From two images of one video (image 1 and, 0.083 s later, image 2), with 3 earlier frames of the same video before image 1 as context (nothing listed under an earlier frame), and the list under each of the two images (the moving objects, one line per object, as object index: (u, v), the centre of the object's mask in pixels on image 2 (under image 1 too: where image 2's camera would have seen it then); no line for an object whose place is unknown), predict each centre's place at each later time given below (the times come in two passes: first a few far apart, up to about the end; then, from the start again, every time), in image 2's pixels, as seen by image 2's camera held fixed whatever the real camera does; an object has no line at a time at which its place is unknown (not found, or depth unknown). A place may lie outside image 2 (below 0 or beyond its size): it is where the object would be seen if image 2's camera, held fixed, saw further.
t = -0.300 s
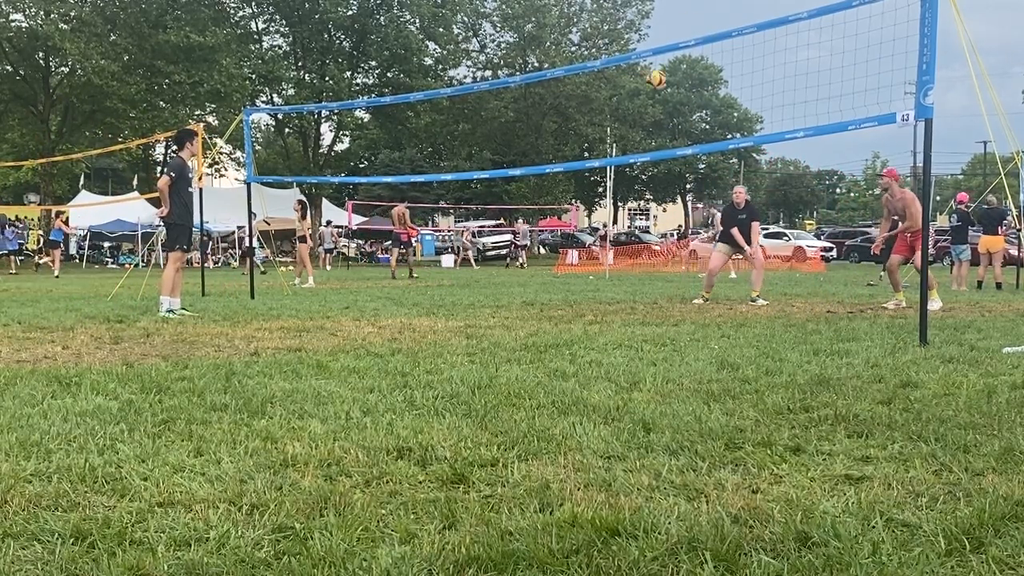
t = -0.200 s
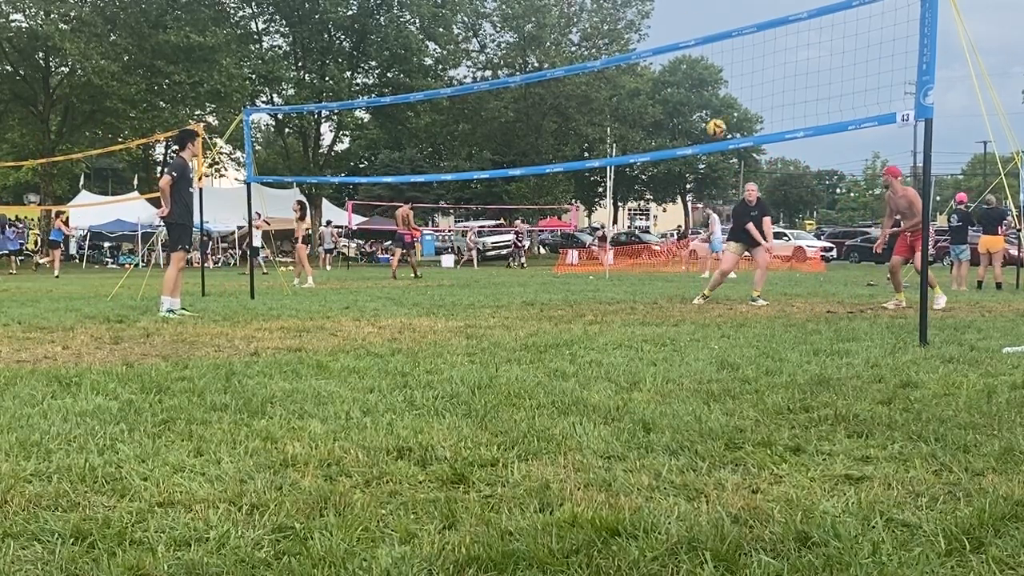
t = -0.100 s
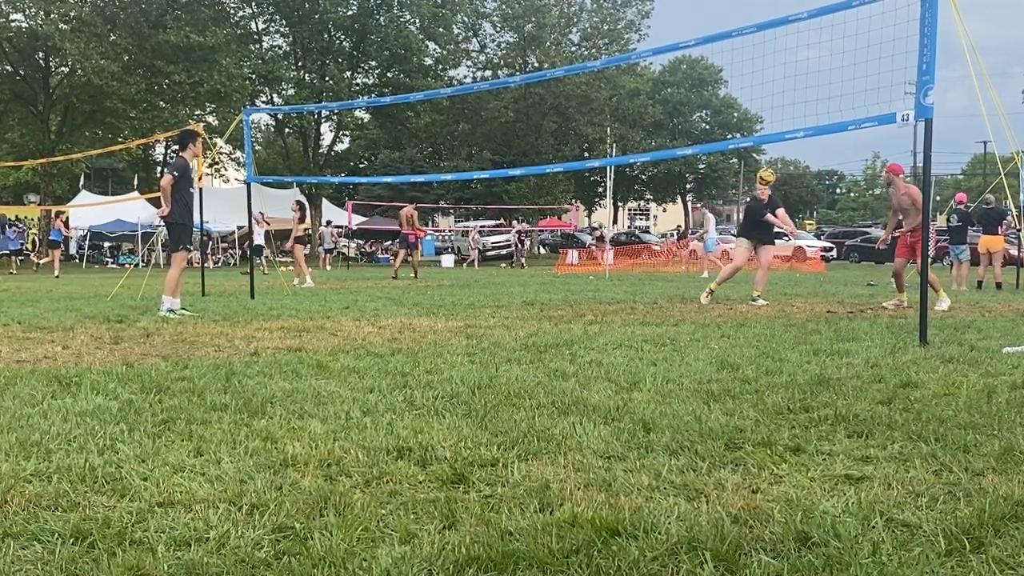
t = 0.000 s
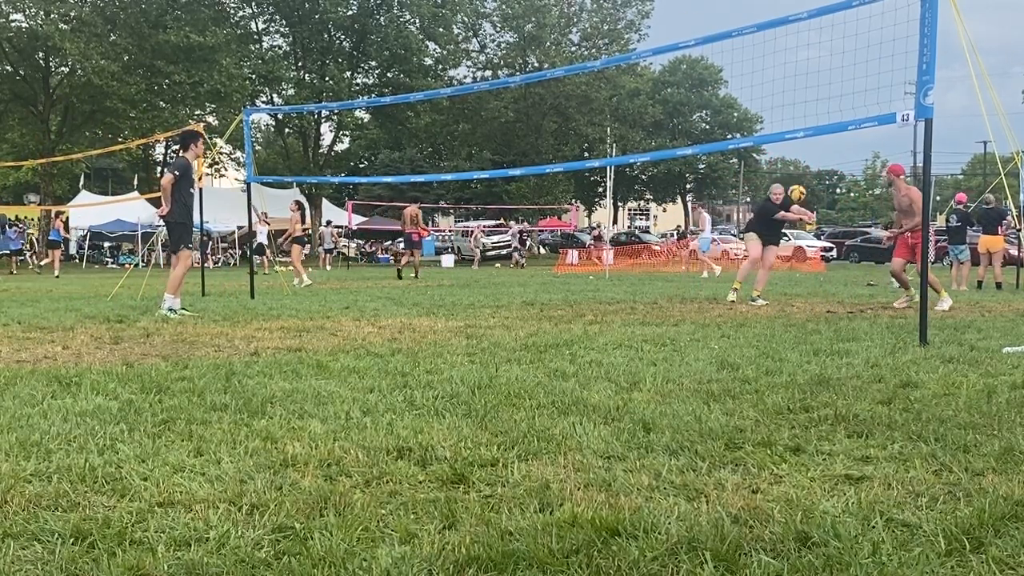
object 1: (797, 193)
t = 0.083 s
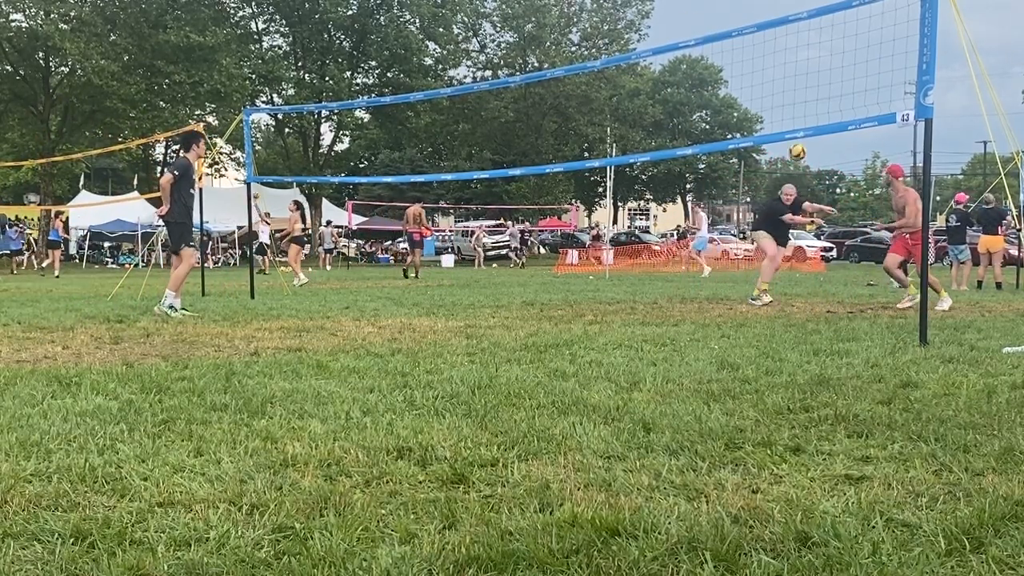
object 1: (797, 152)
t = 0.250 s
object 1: (798, 87)
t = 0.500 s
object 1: (800, 33)
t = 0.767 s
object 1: (802, 32)
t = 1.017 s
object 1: (802, 81)
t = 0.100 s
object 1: (797, 145)
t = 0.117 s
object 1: (798, 142)
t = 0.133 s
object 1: (797, 125)
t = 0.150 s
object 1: (798, 122)
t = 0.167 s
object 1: (798, 116)
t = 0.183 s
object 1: (798, 110)
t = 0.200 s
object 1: (798, 104)
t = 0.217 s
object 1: (798, 98)
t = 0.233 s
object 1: (798, 92)
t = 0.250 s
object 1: (798, 87)
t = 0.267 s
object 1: (798, 82)
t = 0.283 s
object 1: (798, 77)
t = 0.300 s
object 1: (799, 71)
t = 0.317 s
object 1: (799, 67)
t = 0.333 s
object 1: (799, 63)
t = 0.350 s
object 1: (799, 59)
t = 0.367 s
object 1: (799, 55)
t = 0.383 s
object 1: (799, 51)
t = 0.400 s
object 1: (799, 48)
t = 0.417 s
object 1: (799, 45)
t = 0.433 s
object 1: (800, 42)
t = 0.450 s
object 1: (800, 40)
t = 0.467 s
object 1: (800, 38)
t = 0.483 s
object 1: (800, 36)
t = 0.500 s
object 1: (800, 33)
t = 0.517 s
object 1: (801, 32)
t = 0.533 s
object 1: (801, 30)
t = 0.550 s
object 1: (801, 29)
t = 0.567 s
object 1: (801, 29)
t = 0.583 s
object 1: (801, 28)
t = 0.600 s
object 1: (801, 27)
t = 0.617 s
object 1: (802, 27)
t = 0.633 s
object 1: (801, 27)
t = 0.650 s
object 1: (802, 27)
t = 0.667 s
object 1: (802, 27)
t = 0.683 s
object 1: (801, 27)
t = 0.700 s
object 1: (801, 28)
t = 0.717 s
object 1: (802, 29)
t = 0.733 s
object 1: (802, 29)
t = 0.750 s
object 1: (802, 30)
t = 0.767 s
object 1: (802, 32)
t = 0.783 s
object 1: (802, 34)
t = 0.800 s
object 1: (802, 36)
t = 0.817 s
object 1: (802, 38)
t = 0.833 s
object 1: (801, 40)
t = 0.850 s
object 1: (801, 43)
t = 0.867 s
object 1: (802, 46)
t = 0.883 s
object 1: (802, 48)
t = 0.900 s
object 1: (802, 52)
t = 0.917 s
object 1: (802, 55)
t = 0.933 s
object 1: (802, 59)
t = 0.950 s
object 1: (802, 63)
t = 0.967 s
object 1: (802, 67)
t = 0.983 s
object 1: (801, 72)
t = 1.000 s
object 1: (802, 76)
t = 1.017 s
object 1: (802, 81)
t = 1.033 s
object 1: (802, 85)
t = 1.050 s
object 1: (802, 91)
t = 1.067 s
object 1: (802, 96)
